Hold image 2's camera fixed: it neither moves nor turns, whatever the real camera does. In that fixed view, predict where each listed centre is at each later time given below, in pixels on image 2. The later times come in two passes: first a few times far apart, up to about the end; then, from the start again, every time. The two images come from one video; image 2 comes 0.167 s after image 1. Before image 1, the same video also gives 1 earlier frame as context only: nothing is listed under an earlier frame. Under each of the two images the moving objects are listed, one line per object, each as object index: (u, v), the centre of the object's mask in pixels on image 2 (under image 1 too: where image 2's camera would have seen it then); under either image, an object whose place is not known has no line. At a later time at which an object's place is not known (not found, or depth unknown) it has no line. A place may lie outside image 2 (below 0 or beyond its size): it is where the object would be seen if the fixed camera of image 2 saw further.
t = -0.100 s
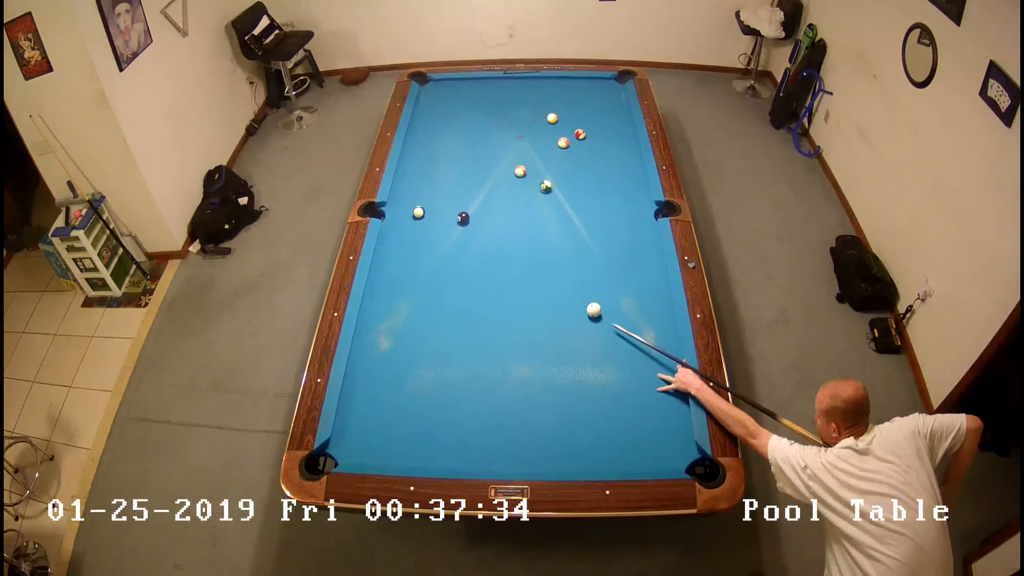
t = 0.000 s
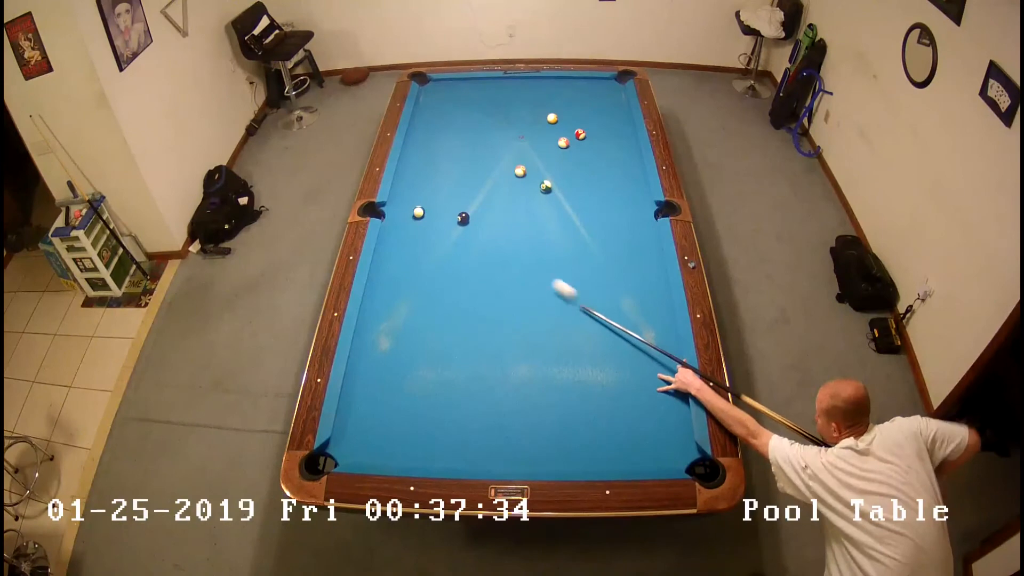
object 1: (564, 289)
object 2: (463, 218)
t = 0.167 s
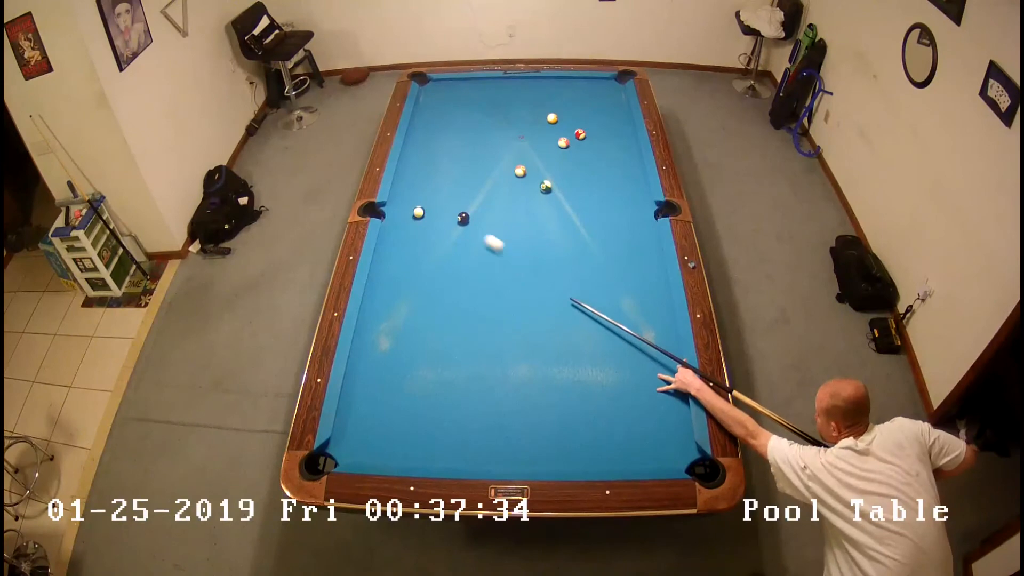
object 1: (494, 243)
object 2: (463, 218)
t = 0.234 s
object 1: (472, 229)
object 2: (463, 218)
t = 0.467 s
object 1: (419, 230)
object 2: (454, 184)
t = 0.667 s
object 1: (387, 234)
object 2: (447, 161)
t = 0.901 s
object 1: (409, 247)
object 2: (441, 138)
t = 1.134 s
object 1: (431, 259)
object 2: (435, 117)
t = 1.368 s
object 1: (453, 273)
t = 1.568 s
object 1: (473, 284)
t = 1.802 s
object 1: (496, 297)
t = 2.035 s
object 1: (519, 310)
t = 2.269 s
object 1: (541, 323)
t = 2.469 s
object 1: (560, 334)
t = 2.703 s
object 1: (583, 346)
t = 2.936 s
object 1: (604, 358)
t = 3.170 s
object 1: (624, 370)
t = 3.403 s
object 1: (644, 381)
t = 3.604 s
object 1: (660, 390)
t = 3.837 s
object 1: (678, 400)
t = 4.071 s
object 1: (676, 407)
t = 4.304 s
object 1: (669, 411)
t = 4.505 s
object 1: (663, 415)
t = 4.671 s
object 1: (659, 417)
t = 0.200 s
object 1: (483, 236)
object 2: (463, 218)
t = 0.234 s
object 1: (472, 229)
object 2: (463, 218)
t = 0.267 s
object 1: (463, 226)
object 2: (462, 214)
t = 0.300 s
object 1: (456, 227)
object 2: (461, 209)
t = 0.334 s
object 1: (448, 228)
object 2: (459, 204)
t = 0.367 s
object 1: (441, 229)
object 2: (458, 198)
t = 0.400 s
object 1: (433, 229)
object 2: (456, 193)
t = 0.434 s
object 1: (426, 230)
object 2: (455, 188)
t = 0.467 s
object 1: (419, 230)
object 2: (454, 184)
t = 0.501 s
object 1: (411, 230)
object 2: (453, 180)
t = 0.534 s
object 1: (405, 231)
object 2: (452, 177)
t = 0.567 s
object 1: (398, 231)
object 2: (450, 172)
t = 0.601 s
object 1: (391, 232)
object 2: (449, 169)
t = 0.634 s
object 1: (385, 233)
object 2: (448, 165)
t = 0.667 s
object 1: (387, 234)
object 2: (447, 161)
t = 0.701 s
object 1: (390, 236)
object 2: (446, 158)
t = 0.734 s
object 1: (393, 238)
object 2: (446, 154)
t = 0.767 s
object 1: (397, 239)
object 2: (445, 151)
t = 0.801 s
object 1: (399, 241)
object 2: (443, 147)
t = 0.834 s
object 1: (403, 243)
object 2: (443, 144)
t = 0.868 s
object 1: (405, 245)
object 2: (442, 141)
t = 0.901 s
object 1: (409, 247)
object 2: (441, 138)
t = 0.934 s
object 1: (412, 249)
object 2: (440, 134)
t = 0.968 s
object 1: (415, 250)
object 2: (439, 131)
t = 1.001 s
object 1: (418, 252)
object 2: (438, 128)
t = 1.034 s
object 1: (421, 254)
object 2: (438, 125)
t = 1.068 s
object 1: (424, 256)
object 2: (437, 122)
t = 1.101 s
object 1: (427, 258)
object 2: (436, 119)
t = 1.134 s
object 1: (431, 259)
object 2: (435, 117)
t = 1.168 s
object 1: (434, 261)
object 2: (434, 114)
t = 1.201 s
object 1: (437, 263)
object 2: (434, 111)
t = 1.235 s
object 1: (440, 265)
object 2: (433, 108)
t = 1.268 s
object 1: (443, 267)
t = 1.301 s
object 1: (447, 269)
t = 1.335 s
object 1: (450, 271)
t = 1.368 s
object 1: (453, 273)
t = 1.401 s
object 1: (456, 274)
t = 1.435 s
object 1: (460, 276)
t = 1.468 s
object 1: (463, 278)
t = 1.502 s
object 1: (466, 280)
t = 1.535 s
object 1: (469, 282)
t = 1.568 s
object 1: (473, 284)
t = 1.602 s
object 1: (476, 286)
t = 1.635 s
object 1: (479, 287)
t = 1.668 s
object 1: (483, 289)
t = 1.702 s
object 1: (486, 291)
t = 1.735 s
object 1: (489, 293)
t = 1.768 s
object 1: (492, 295)
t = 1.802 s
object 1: (496, 297)
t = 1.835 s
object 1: (499, 299)
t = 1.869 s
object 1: (502, 300)
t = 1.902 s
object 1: (505, 302)
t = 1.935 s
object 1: (509, 304)
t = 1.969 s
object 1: (512, 306)
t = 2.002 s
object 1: (515, 308)
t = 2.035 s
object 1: (519, 310)
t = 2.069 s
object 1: (522, 311)
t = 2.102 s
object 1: (525, 313)
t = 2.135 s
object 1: (528, 315)
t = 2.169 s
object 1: (532, 317)
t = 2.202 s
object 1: (535, 319)
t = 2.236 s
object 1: (538, 321)
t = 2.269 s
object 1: (541, 323)
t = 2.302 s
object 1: (545, 324)
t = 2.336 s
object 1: (548, 326)
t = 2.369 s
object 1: (551, 328)
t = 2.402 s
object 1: (554, 330)
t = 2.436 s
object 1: (557, 332)
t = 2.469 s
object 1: (560, 334)
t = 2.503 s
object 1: (564, 335)
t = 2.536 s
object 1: (567, 337)
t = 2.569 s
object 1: (570, 339)
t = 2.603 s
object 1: (573, 341)
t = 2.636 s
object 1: (576, 343)
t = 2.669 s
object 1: (579, 344)
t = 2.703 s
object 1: (583, 346)
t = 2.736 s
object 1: (586, 348)
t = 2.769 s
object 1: (589, 350)
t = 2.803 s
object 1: (592, 351)
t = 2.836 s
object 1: (595, 353)
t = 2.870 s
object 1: (598, 355)
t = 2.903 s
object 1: (601, 356)
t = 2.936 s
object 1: (604, 358)
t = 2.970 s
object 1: (607, 360)
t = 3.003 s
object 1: (610, 362)
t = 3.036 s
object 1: (613, 363)
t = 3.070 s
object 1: (616, 365)
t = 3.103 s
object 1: (619, 367)
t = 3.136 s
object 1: (622, 368)
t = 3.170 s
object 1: (624, 370)
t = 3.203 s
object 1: (627, 372)
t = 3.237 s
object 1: (630, 373)
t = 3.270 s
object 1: (633, 375)
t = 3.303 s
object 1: (635, 376)
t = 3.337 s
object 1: (638, 378)
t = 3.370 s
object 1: (641, 380)
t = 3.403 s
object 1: (644, 381)
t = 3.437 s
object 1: (647, 383)
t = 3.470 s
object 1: (649, 384)
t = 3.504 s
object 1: (652, 386)
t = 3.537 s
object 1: (655, 387)
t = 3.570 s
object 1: (657, 389)
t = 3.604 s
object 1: (660, 390)
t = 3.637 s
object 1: (662, 392)
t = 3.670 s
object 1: (665, 393)
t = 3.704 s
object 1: (668, 394)
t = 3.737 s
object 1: (670, 396)
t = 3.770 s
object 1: (673, 397)
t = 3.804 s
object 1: (675, 399)
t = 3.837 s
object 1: (678, 400)
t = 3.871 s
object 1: (680, 402)
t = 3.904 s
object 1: (682, 403)
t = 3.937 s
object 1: (681, 404)
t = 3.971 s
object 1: (680, 404)
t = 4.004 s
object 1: (678, 405)
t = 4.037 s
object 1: (678, 406)
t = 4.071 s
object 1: (676, 407)
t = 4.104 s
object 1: (675, 407)
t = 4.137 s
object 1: (674, 408)
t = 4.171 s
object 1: (673, 409)
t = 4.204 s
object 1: (672, 409)
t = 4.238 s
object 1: (671, 410)
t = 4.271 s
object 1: (670, 410)
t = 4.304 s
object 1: (669, 411)
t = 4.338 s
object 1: (668, 412)
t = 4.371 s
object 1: (667, 412)
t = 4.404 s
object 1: (666, 413)
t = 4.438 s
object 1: (665, 414)
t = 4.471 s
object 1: (664, 414)
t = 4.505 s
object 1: (663, 415)
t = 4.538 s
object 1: (662, 415)
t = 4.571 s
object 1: (661, 416)
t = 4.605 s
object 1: (661, 416)
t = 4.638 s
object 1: (660, 417)
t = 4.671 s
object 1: (659, 417)
